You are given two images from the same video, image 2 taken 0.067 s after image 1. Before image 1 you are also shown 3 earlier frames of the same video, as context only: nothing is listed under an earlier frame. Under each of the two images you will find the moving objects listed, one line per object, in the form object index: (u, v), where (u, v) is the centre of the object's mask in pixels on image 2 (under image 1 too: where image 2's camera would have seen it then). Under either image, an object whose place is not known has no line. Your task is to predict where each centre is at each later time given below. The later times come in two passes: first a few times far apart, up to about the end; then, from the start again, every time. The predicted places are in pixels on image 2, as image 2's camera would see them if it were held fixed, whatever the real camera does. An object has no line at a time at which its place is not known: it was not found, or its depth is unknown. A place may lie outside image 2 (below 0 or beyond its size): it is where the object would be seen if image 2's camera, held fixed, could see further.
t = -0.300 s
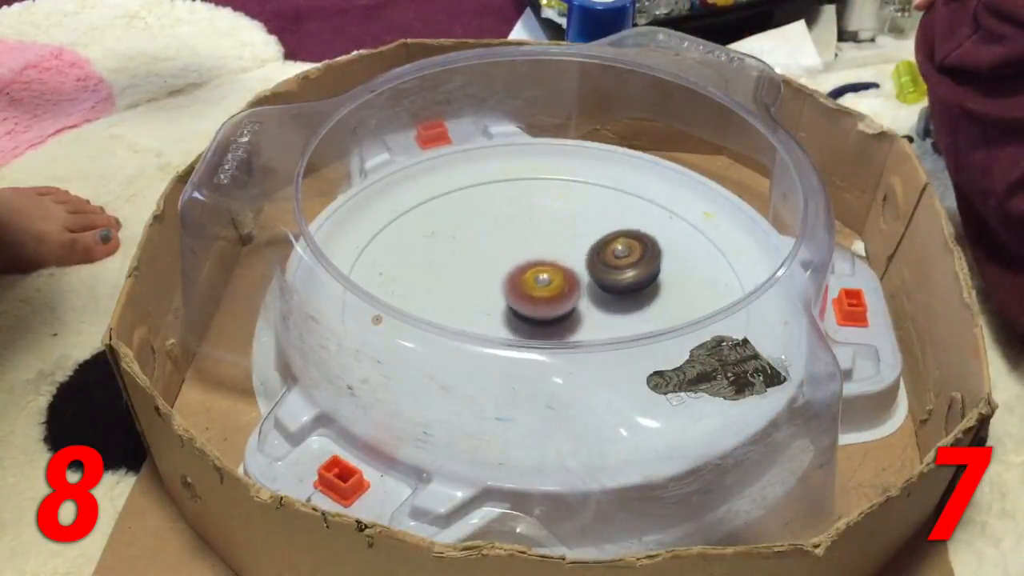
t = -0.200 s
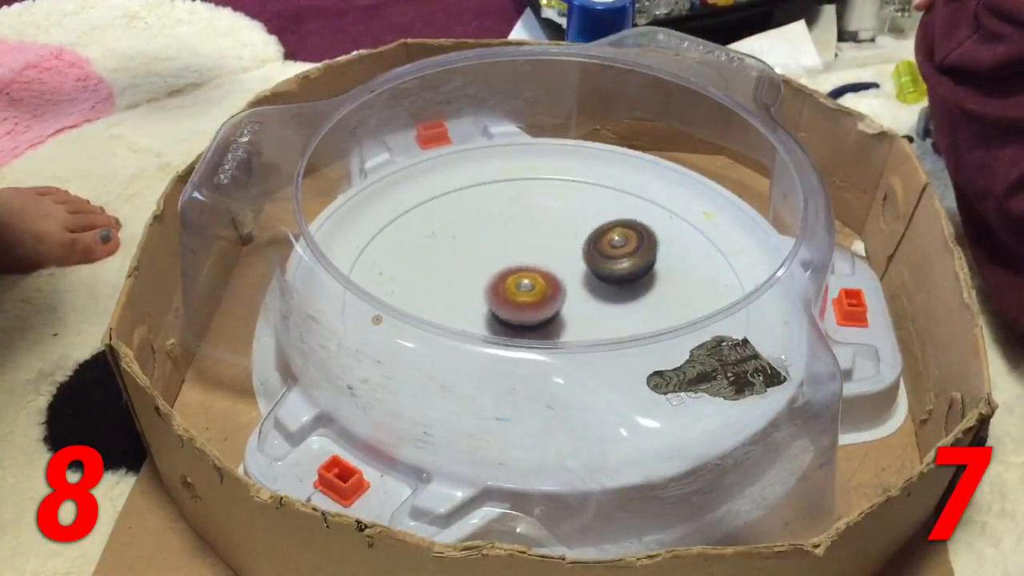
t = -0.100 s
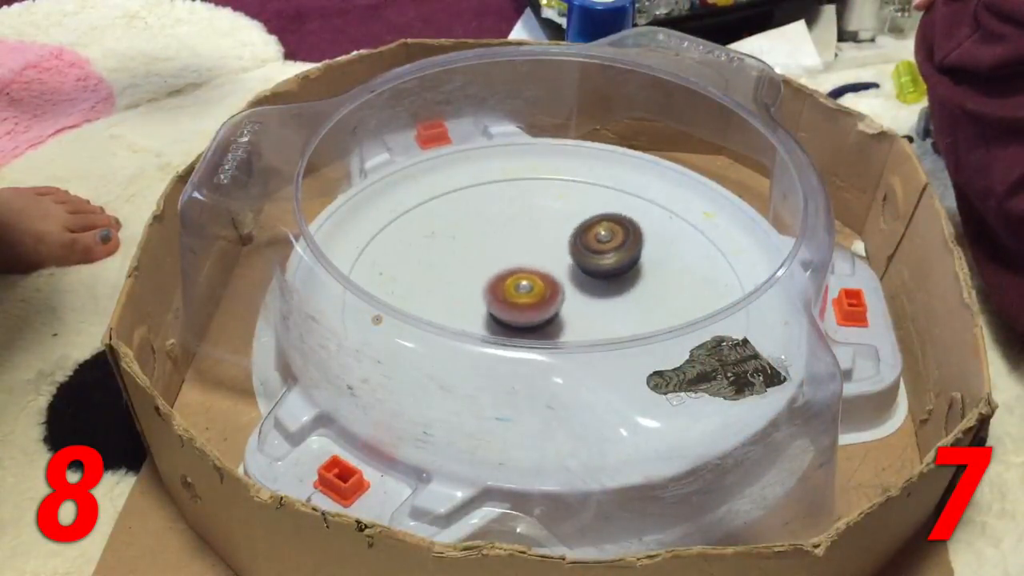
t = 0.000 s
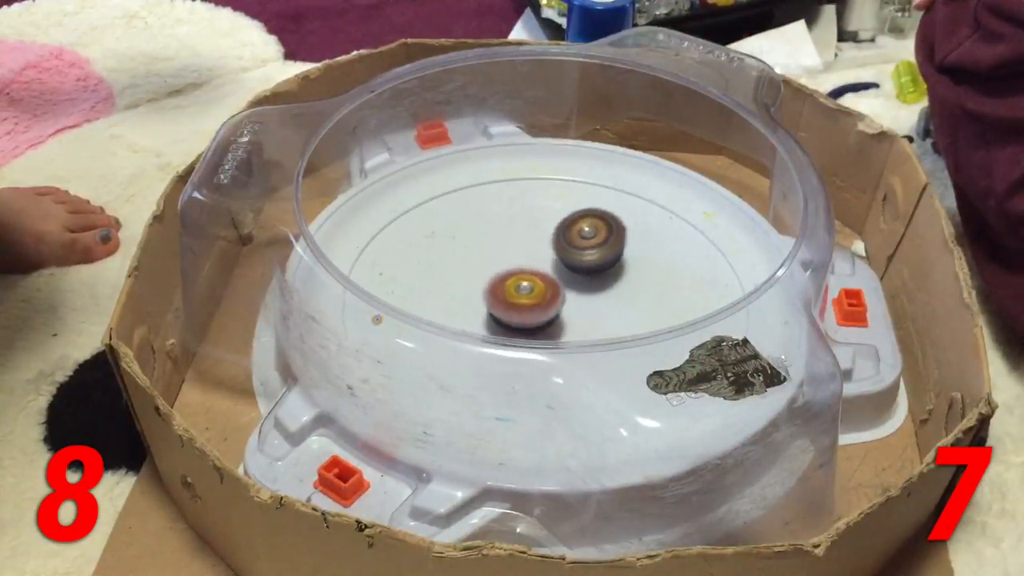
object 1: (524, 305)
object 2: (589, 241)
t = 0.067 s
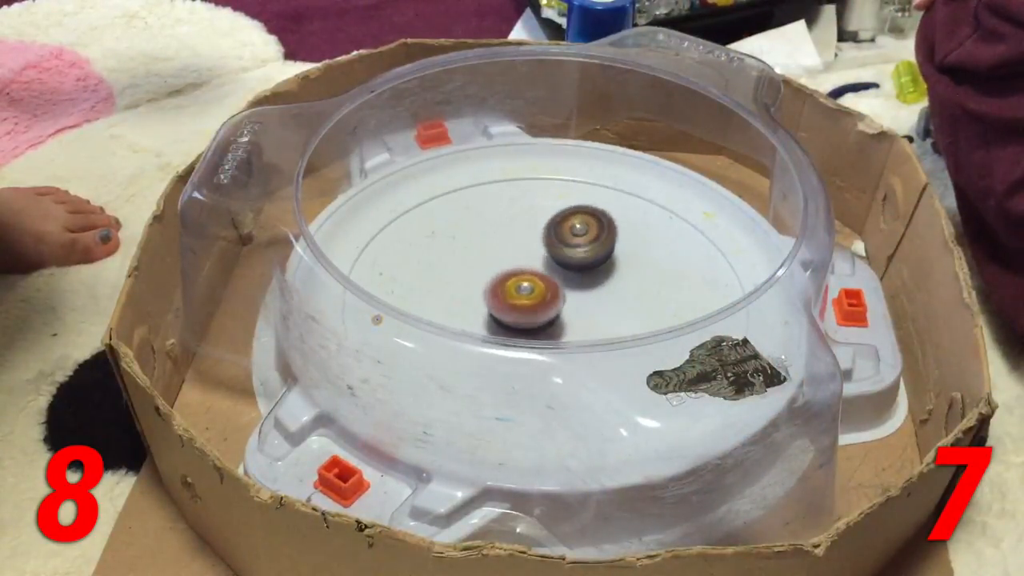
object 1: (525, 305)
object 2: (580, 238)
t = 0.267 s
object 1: (527, 305)
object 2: (554, 232)
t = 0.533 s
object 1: (528, 306)
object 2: (511, 244)
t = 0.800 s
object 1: (539, 312)
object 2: (470, 260)
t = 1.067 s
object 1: (541, 312)
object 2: (459, 278)
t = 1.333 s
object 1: (573, 312)
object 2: (456, 299)
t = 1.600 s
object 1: (561, 304)
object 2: (481, 315)
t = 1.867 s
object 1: (564, 290)
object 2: (498, 338)
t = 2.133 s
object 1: (553, 273)
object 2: (549, 353)
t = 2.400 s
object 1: (549, 272)
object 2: (586, 338)
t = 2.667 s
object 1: (546, 277)
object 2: (613, 307)
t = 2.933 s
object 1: (493, 273)
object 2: (654, 304)
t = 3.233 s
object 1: (509, 292)
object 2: (605, 292)
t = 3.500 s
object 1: (438, 290)
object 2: (638, 263)
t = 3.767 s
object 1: (372, 308)
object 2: (696, 265)
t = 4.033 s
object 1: (508, 306)
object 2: (601, 299)
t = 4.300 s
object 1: (501, 298)
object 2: (631, 297)
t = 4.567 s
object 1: (492, 284)
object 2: (634, 310)
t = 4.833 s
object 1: (493, 287)
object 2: (609, 330)
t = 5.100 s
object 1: (496, 286)
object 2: (576, 346)
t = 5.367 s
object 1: (491, 278)
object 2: (561, 360)
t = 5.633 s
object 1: (506, 281)
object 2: (533, 339)
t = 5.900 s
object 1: (514, 271)
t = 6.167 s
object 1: (521, 268)
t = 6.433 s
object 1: (521, 265)
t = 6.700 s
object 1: (512, 262)
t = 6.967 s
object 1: (513, 273)
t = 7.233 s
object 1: (482, 259)
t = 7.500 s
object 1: (488, 269)
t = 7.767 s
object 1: (503, 282)
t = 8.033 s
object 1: (493, 282)
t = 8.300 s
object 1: (390, 226)
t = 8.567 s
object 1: (447, 267)
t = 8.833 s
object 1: (565, 272)
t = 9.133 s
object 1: (600, 277)
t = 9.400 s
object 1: (597, 309)
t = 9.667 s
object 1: (555, 334)
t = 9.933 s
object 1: (560, 313)
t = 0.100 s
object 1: (525, 305)
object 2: (577, 236)
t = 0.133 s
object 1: (525, 306)
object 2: (573, 235)
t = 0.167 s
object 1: (525, 306)
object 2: (568, 234)
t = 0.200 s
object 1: (525, 306)
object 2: (563, 233)
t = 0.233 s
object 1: (526, 306)
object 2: (559, 232)
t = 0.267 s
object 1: (527, 305)
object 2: (554, 232)
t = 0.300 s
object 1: (527, 306)
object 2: (549, 233)
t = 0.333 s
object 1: (527, 306)
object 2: (544, 233)
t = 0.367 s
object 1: (527, 306)
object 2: (539, 235)
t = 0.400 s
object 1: (527, 306)
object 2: (534, 236)
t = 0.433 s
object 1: (527, 306)
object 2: (528, 238)
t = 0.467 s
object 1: (528, 306)
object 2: (523, 239)
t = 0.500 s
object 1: (528, 306)
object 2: (517, 241)
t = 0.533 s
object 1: (528, 306)
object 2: (511, 244)
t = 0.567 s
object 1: (531, 308)
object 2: (504, 245)
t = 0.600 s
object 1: (533, 310)
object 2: (498, 245)
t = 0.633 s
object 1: (535, 311)
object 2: (493, 247)
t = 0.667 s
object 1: (536, 311)
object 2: (488, 248)
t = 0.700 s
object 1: (537, 312)
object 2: (482, 251)
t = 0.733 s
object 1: (538, 312)
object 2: (478, 253)
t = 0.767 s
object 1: (539, 312)
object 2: (473, 256)
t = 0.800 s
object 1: (539, 312)
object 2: (470, 260)
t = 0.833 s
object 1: (539, 313)
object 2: (466, 263)
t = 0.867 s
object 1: (539, 313)
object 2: (462, 266)
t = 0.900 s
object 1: (540, 313)
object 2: (460, 268)
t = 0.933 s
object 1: (540, 313)
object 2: (458, 270)
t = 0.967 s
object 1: (540, 313)
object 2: (457, 271)
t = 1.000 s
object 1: (541, 313)
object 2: (457, 274)
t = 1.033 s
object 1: (541, 313)
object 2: (458, 276)
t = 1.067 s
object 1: (541, 312)
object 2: (459, 278)
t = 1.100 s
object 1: (541, 312)
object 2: (460, 282)
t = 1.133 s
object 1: (542, 312)
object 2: (462, 285)
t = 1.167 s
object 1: (547, 313)
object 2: (459, 287)
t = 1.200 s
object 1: (556, 313)
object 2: (455, 289)
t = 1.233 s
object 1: (563, 314)
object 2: (454, 292)
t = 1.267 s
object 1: (568, 313)
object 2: (454, 294)
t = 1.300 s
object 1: (571, 313)
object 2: (455, 297)
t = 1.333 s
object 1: (573, 312)
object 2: (456, 299)
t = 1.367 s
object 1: (574, 311)
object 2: (458, 301)
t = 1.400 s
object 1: (574, 310)
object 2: (460, 303)
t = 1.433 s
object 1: (573, 309)
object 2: (463, 305)
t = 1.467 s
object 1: (572, 308)
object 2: (466, 307)
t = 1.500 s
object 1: (569, 307)
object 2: (469, 309)
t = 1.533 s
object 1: (567, 306)
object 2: (473, 311)
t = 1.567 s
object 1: (564, 305)
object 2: (477, 313)
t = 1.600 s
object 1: (561, 304)
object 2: (481, 315)
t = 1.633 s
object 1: (558, 303)
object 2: (485, 316)
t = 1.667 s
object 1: (557, 302)
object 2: (485, 318)
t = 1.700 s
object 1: (562, 299)
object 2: (485, 320)
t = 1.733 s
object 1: (565, 296)
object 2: (486, 321)
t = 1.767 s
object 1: (566, 294)
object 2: (489, 322)
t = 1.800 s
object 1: (566, 292)
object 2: (487, 333)
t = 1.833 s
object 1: (566, 291)
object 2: (493, 337)
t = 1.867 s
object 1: (564, 290)
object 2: (498, 338)
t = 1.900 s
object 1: (562, 290)
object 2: (503, 339)
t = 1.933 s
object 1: (561, 289)
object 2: (508, 335)
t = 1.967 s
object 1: (560, 289)
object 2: (515, 333)
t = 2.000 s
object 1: (559, 287)
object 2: (524, 333)
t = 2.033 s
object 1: (556, 285)
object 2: (532, 334)
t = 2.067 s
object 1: (554, 282)
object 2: (538, 342)
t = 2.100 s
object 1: (553, 277)
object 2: (543, 350)
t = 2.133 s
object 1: (553, 273)
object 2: (549, 353)
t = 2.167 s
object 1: (552, 271)
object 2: (554, 355)
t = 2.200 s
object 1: (552, 271)
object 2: (559, 354)
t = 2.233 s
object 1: (551, 271)
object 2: (563, 353)
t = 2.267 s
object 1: (550, 271)
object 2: (568, 351)
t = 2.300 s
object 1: (550, 271)
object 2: (572, 349)
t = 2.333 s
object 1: (550, 271)
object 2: (576, 345)
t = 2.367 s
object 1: (550, 271)
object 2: (582, 342)
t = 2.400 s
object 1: (549, 272)
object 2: (586, 338)
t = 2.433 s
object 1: (549, 272)
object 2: (590, 334)
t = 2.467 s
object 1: (549, 273)
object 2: (596, 327)
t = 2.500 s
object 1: (548, 273)
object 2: (599, 319)
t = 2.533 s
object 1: (548, 274)
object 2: (602, 316)
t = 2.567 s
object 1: (547, 275)
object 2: (606, 314)
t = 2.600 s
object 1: (547, 276)
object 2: (608, 311)
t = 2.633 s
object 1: (547, 277)
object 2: (611, 309)
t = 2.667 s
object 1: (546, 277)
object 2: (613, 307)
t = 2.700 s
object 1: (546, 277)
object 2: (614, 306)
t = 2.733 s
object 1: (541, 277)
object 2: (621, 305)
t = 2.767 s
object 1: (526, 273)
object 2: (636, 304)
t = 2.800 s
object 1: (513, 270)
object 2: (646, 305)
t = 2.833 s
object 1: (504, 269)
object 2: (652, 304)
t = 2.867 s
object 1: (498, 269)
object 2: (655, 304)
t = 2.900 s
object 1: (495, 270)
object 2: (656, 304)
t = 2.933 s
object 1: (493, 273)
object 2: (654, 304)
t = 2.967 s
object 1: (493, 275)
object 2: (652, 303)
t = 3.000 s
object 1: (494, 278)
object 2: (648, 303)
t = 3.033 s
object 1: (495, 281)
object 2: (644, 302)
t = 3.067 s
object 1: (497, 284)
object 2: (638, 302)
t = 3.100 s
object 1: (499, 285)
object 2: (632, 300)
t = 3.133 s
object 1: (502, 287)
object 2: (626, 299)
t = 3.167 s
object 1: (504, 289)
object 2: (619, 296)
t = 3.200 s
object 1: (507, 291)
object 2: (612, 294)
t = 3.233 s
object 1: (509, 292)
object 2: (605, 292)
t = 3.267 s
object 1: (512, 294)
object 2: (597, 289)
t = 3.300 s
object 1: (509, 294)
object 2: (595, 286)
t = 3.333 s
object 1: (505, 295)
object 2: (595, 285)
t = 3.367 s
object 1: (503, 296)
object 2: (591, 282)
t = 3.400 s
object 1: (501, 296)
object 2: (587, 280)
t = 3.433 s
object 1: (502, 297)
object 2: (581, 276)
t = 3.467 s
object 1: (475, 295)
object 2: (605, 270)
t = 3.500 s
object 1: (438, 290)
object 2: (638, 263)
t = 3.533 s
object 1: (412, 285)
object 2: (664, 257)
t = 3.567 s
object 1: (389, 289)
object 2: (685, 253)
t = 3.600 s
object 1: (372, 291)
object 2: (698, 251)
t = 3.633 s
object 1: (364, 290)
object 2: (705, 251)
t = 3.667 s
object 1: (355, 297)
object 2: (707, 253)
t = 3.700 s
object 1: (358, 300)
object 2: (706, 257)
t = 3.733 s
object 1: (363, 302)
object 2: (703, 261)
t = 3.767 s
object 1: (372, 308)
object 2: (696, 265)
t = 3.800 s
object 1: (384, 313)
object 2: (688, 270)
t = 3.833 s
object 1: (402, 309)
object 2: (678, 275)
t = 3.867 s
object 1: (418, 313)
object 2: (667, 280)
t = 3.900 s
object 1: (435, 314)
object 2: (654, 284)
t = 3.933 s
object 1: (454, 313)
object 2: (642, 289)
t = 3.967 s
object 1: (474, 306)
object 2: (628, 293)
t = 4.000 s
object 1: (492, 307)
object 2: (615, 297)
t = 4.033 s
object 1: (508, 306)
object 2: (601, 299)
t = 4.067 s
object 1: (512, 306)
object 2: (598, 298)
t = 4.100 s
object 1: (511, 305)
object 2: (600, 297)
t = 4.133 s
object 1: (501, 303)
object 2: (614, 294)
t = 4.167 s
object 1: (496, 300)
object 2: (626, 291)
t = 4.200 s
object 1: (492, 300)
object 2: (632, 291)
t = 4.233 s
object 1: (494, 298)
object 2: (634, 293)
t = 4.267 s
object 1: (497, 298)
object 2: (633, 295)
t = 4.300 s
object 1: (501, 298)
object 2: (631, 297)
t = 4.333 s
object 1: (505, 297)
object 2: (628, 299)
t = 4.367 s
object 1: (509, 296)
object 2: (625, 301)
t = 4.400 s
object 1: (514, 296)
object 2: (620, 302)
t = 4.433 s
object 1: (517, 295)
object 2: (615, 304)
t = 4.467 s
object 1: (522, 295)
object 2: (609, 305)
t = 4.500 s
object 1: (520, 294)
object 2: (612, 307)
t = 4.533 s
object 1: (504, 288)
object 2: (625, 308)
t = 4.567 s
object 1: (492, 284)
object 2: (634, 310)
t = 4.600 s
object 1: (485, 281)
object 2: (635, 311)
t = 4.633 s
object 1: (481, 280)
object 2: (633, 313)
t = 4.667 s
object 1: (480, 280)
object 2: (630, 315)
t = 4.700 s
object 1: (482, 281)
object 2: (626, 316)
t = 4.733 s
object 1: (484, 282)
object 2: (622, 318)
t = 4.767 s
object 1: (487, 284)
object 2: (617, 319)
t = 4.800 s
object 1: (490, 285)
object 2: (614, 329)
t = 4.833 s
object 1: (493, 287)
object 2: (609, 330)
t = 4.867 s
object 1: (496, 289)
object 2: (603, 333)
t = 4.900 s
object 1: (499, 291)
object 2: (597, 334)
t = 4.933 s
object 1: (502, 292)
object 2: (590, 331)
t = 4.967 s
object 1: (504, 294)
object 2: (583, 334)
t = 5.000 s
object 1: (506, 295)
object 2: (577, 330)
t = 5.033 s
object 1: (507, 295)
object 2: (570, 328)
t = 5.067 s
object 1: (505, 294)
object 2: (567, 335)
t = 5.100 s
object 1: (496, 286)
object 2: (576, 346)
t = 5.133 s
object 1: (489, 279)
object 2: (581, 351)
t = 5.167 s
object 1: (485, 274)
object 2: (582, 355)
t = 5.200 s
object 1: (484, 272)
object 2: (579, 357)
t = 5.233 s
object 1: (484, 272)
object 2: (576, 362)
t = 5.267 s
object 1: (485, 273)
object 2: (572, 363)
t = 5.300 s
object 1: (486, 274)
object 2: (568, 362)
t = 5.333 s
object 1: (488, 276)
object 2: (564, 361)
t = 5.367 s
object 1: (491, 278)
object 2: (561, 360)
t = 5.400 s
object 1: (493, 279)
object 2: (557, 358)
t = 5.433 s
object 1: (496, 281)
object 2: (553, 356)
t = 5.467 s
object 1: (498, 282)
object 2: (549, 353)
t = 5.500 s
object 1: (500, 283)
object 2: (546, 350)
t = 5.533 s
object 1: (502, 283)
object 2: (542, 347)
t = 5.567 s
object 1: (504, 283)
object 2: (540, 344)
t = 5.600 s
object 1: (505, 282)
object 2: (536, 342)
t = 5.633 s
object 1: (506, 281)
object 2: (533, 339)
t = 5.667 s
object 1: (507, 279)
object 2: (532, 339)
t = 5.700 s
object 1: (508, 277)
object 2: (532, 337)
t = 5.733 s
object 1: (509, 276)
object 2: (532, 336)
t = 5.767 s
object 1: (511, 274)
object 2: (532, 338)
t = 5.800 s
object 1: (512, 272)
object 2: (532, 338)
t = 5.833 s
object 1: (513, 271)
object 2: (531, 338)
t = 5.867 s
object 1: (514, 271)
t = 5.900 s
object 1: (514, 271)
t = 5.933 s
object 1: (515, 270)
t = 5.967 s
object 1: (516, 270)
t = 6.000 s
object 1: (517, 270)
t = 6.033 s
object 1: (517, 269)
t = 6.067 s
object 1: (518, 268)
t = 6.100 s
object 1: (519, 267)
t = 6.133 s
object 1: (520, 267)
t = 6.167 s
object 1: (521, 268)
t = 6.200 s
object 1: (521, 268)
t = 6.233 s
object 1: (522, 268)
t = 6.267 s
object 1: (523, 269)
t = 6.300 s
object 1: (523, 269)
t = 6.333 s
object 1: (522, 269)
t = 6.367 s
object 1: (521, 268)
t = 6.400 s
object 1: (521, 265)
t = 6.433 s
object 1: (521, 265)
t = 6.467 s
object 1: (521, 265)
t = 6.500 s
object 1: (520, 266)
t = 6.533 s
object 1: (520, 266)
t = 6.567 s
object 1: (519, 266)
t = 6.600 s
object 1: (518, 266)
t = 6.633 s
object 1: (518, 266)
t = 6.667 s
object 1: (515, 264)
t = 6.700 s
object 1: (512, 262)
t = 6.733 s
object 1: (511, 261)
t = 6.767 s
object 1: (510, 262)
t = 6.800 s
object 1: (510, 263)
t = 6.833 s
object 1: (511, 265)
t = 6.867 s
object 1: (511, 267)
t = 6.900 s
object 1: (512, 269)
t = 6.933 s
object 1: (512, 270)
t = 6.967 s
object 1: (513, 273)
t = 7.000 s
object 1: (513, 274)
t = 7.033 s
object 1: (511, 274)
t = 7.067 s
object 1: (510, 274)
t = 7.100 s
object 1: (510, 274)
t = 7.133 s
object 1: (504, 272)
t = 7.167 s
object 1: (493, 265)
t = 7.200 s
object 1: (485, 261)
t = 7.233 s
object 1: (482, 259)
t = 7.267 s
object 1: (480, 259)
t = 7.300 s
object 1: (480, 260)
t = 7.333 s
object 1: (481, 261)
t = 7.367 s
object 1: (481, 262)
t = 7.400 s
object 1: (482, 263)
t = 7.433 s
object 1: (484, 265)
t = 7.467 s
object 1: (486, 266)
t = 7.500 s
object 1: (488, 269)
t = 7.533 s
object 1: (490, 271)
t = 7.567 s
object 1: (493, 273)
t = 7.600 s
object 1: (495, 274)
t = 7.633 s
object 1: (497, 276)
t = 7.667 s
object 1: (499, 278)
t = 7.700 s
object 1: (501, 280)
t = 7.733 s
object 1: (502, 281)
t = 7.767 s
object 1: (503, 282)
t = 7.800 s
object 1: (500, 282)
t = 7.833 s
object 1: (498, 281)
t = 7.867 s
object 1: (498, 281)
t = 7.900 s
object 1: (498, 282)
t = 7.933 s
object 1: (497, 282)
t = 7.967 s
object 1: (494, 282)
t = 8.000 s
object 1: (493, 282)
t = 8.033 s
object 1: (493, 282)
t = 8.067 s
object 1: (492, 283)
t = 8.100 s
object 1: (475, 270)
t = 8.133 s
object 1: (454, 255)
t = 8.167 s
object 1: (436, 243)
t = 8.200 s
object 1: (422, 235)
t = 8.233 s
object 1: (408, 230)
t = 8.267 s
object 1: (397, 227)
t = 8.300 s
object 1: (390, 226)
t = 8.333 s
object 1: (389, 228)
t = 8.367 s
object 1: (390, 230)
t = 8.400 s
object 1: (394, 233)
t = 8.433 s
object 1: (399, 238)
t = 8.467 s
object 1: (409, 245)
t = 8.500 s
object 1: (420, 251)
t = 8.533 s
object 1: (433, 259)
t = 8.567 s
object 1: (447, 267)
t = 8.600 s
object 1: (463, 274)
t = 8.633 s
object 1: (478, 281)
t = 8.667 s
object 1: (494, 288)
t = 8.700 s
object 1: (513, 292)
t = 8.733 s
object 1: (532, 294)
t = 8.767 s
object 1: (545, 291)
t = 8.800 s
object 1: (556, 281)
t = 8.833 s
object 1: (565, 272)
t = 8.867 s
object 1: (574, 266)
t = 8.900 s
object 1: (580, 261)
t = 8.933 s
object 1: (586, 260)
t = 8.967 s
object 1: (590, 260)
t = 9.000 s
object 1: (593, 263)
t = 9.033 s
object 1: (596, 265)
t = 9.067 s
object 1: (598, 269)
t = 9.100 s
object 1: (599, 272)
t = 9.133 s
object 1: (600, 277)
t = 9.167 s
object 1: (601, 281)
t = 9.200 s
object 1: (602, 285)
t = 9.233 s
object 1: (602, 290)
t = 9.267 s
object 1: (600, 296)
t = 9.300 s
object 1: (599, 301)
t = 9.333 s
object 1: (599, 304)
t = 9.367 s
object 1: (599, 307)
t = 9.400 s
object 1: (597, 309)
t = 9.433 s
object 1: (594, 311)
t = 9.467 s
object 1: (590, 313)
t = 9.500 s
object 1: (587, 314)
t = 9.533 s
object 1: (582, 316)
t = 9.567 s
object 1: (576, 318)
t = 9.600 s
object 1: (570, 319)
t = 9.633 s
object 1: (563, 320)
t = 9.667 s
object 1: (555, 334)
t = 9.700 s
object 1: (548, 334)
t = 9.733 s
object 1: (540, 334)
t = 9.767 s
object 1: (544, 332)
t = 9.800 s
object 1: (550, 329)
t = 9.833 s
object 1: (554, 325)
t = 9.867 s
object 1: (558, 314)
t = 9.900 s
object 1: (559, 314)
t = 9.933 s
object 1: (560, 313)
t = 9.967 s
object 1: (560, 312)
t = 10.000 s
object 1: (561, 312)
